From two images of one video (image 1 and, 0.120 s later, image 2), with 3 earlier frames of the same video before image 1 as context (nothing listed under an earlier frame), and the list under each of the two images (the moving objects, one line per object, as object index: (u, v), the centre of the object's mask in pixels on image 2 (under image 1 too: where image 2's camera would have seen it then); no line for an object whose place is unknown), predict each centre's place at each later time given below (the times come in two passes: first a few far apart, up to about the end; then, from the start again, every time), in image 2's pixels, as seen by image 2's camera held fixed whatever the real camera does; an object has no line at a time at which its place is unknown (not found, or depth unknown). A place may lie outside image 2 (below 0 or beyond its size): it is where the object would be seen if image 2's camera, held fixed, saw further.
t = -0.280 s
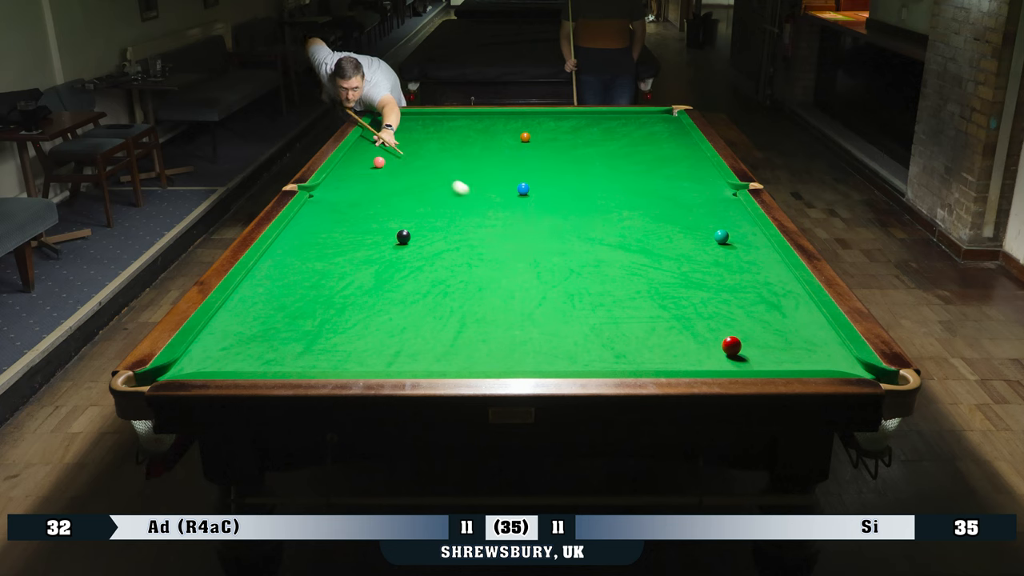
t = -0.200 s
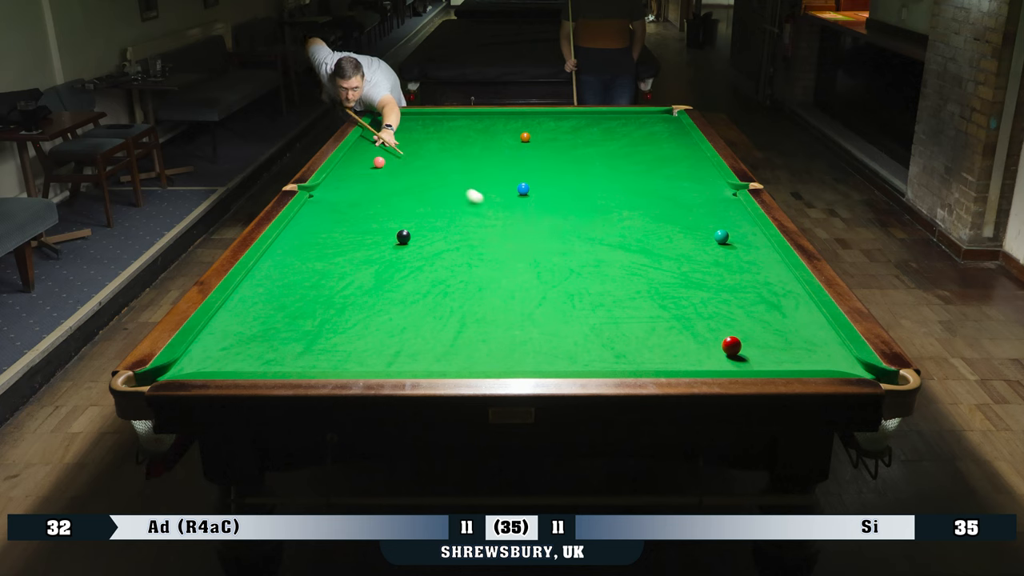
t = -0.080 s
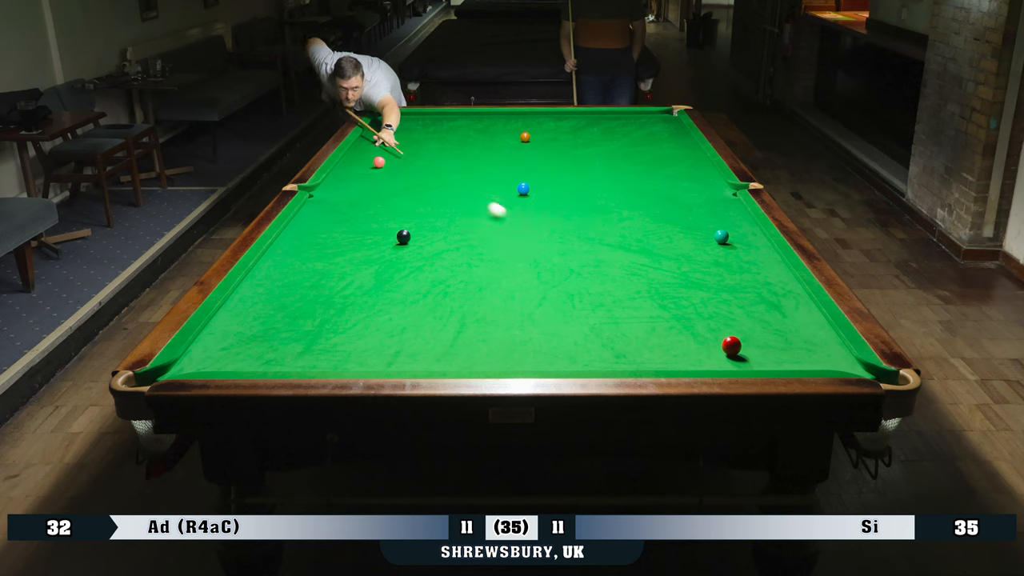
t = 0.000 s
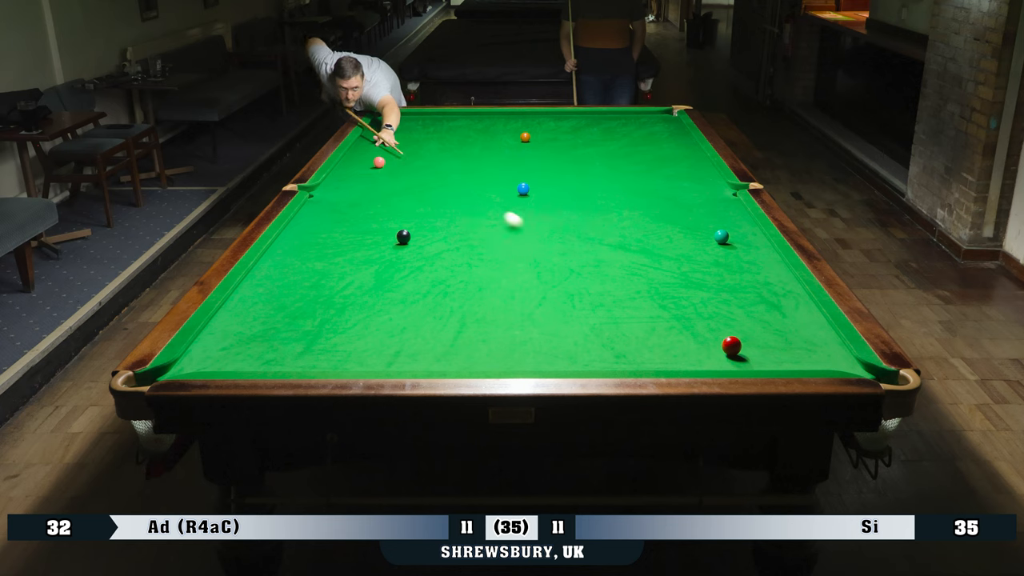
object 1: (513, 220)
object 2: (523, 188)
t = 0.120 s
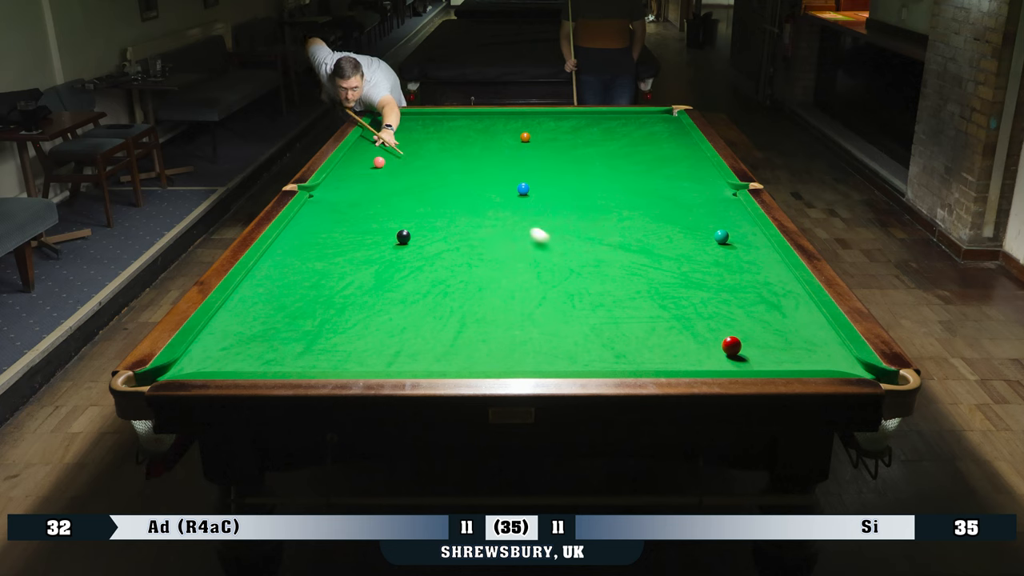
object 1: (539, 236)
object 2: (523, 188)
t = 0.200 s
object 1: (558, 247)
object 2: (523, 188)
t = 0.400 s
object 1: (612, 280)
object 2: (523, 188)
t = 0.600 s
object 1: (677, 319)
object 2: (523, 188)
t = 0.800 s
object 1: (705, 359)
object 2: (523, 188)
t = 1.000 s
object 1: (686, 348)
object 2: (523, 188)
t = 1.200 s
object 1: (666, 327)
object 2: (523, 188)
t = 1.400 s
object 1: (648, 309)
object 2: (523, 188)
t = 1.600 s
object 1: (633, 294)
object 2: (523, 188)
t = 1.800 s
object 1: (618, 280)
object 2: (523, 188)
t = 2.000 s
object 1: (606, 267)
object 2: (523, 188)
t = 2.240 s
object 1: (593, 254)
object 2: (523, 188)
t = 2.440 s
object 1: (584, 244)
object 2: (523, 188)
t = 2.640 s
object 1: (575, 235)
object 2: (523, 188)
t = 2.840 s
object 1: (567, 227)
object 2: (523, 188)
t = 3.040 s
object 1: (560, 219)
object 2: (523, 188)
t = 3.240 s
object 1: (554, 213)
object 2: (523, 188)
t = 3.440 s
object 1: (548, 206)
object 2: (523, 188)
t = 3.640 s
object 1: (543, 201)
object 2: (523, 188)
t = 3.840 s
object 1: (538, 196)
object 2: (523, 188)
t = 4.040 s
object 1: (534, 191)
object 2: (523, 188)
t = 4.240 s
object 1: (537, 188)
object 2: (518, 188)
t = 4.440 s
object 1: (540, 185)
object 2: (513, 187)
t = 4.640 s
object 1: (542, 182)
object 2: (510, 186)
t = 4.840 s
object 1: (544, 180)
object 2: (506, 186)
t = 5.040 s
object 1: (546, 178)
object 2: (504, 186)
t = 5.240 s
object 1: (547, 176)
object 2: (502, 186)
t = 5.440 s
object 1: (549, 175)
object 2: (502, 186)
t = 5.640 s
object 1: (550, 174)
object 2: (502, 186)
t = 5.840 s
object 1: (551, 173)
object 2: (502, 186)
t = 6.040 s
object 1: (552, 172)
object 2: (502, 186)
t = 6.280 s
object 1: (552, 171)
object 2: (502, 186)
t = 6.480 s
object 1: (552, 171)
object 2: (502, 186)
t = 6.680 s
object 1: (552, 171)
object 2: (502, 186)
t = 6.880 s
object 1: (552, 171)
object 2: (502, 186)
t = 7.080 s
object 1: (552, 171)
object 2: (502, 186)
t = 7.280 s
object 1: (552, 171)
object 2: (502, 186)
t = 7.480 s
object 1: (552, 171)
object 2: (502, 186)
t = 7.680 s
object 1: (552, 171)
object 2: (502, 186)
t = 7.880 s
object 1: (552, 171)
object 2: (502, 186)
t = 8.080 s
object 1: (552, 171)
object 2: (502, 186)
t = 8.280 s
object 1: (552, 171)
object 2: (502, 186)
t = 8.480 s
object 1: (552, 171)
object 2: (502, 186)
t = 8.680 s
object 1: (552, 171)
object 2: (502, 186)
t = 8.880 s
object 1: (552, 171)
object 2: (502, 186)
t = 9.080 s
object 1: (552, 171)
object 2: (502, 186)
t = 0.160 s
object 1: (548, 241)
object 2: (523, 188)
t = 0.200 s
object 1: (558, 247)
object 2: (523, 188)
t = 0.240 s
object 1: (568, 253)
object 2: (523, 188)
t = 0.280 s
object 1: (578, 259)
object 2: (523, 188)
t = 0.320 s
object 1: (589, 266)
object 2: (523, 188)
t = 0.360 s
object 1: (600, 273)
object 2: (523, 188)
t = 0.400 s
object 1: (612, 280)
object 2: (523, 188)
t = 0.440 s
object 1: (624, 287)
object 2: (523, 188)
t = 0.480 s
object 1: (636, 295)
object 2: (523, 188)
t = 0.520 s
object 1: (649, 302)
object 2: (523, 188)
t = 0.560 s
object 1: (663, 311)
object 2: (523, 188)
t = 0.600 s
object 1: (677, 319)
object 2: (523, 188)
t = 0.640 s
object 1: (691, 328)
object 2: (523, 188)
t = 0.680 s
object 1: (707, 339)
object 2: (523, 188)
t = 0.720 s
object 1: (710, 346)
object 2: (523, 188)
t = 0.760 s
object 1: (707, 353)
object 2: (523, 188)
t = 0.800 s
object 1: (705, 359)
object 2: (523, 188)
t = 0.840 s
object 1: (705, 363)
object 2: (523, 188)
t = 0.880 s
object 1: (700, 361)
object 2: (523, 188)
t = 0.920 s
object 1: (695, 358)
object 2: (523, 188)
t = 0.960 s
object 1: (690, 352)
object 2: (523, 188)
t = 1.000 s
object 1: (686, 348)
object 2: (523, 188)
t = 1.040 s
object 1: (681, 343)
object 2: (523, 188)
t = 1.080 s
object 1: (677, 339)
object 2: (523, 188)
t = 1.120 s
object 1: (674, 335)
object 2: (523, 188)
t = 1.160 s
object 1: (670, 331)
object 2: (523, 188)
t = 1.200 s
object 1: (666, 327)
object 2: (523, 188)
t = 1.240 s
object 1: (662, 323)
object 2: (523, 188)
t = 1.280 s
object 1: (659, 320)
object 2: (523, 188)
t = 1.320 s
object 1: (655, 316)
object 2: (523, 188)
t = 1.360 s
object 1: (652, 313)
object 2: (523, 188)
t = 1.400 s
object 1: (648, 309)
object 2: (523, 188)
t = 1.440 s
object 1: (645, 306)
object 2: (523, 188)
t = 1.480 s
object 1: (642, 303)
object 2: (523, 188)
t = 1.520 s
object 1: (639, 300)
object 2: (523, 188)
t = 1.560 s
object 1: (636, 297)
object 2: (523, 188)
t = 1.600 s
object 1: (633, 294)
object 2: (523, 188)
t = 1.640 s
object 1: (630, 290)
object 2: (523, 188)
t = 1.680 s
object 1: (627, 288)
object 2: (523, 188)
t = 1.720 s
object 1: (624, 285)
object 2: (523, 188)
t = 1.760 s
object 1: (621, 282)
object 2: (523, 188)
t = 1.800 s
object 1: (618, 280)
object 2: (523, 188)
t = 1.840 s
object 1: (616, 277)
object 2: (523, 188)
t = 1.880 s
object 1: (613, 274)
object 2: (523, 188)
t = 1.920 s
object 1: (611, 272)
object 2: (523, 188)
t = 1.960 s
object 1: (609, 270)
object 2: (523, 188)
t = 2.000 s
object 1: (606, 267)
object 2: (523, 188)
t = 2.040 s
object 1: (604, 265)
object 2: (523, 188)
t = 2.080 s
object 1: (602, 263)
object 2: (523, 188)
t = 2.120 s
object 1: (600, 260)
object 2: (523, 188)
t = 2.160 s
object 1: (597, 258)
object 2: (523, 188)
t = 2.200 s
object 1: (595, 256)
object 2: (523, 188)
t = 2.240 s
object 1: (593, 254)
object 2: (523, 188)
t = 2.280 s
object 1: (591, 252)
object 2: (523, 188)
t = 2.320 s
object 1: (589, 250)
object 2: (523, 188)
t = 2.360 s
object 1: (587, 248)
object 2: (523, 188)
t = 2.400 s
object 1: (586, 246)
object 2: (523, 188)
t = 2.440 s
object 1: (584, 244)
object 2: (523, 188)
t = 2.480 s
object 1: (582, 242)
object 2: (523, 188)
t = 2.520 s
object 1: (580, 240)
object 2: (523, 188)
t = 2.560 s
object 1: (578, 239)
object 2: (523, 188)
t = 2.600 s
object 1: (577, 237)
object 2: (523, 188)
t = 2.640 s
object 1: (575, 235)
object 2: (523, 188)
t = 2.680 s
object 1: (573, 233)
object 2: (523, 188)
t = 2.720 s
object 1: (572, 232)
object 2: (523, 188)
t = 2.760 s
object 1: (570, 230)
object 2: (523, 188)
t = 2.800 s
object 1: (568, 228)
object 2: (523, 188)
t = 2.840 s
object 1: (567, 227)
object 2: (523, 188)
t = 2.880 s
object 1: (566, 225)
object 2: (523, 188)
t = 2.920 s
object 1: (564, 224)
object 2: (523, 188)
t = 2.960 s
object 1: (563, 222)
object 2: (523, 188)
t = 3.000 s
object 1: (561, 221)
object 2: (523, 188)
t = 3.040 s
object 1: (560, 219)
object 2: (523, 188)
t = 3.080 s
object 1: (559, 218)
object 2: (523, 188)
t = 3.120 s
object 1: (557, 216)
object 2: (523, 188)
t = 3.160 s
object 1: (556, 215)
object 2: (523, 188)
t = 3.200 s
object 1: (555, 214)
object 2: (523, 188)
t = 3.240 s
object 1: (554, 213)
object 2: (523, 188)
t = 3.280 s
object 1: (552, 211)
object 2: (523, 188)
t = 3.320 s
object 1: (551, 210)
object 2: (523, 188)
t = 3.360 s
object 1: (550, 209)
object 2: (523, 188)
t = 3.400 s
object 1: (549, 207)
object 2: (523, 188)
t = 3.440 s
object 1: (548, 206)
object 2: (523, 188)
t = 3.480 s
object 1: (547, 205)
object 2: (523, 188)
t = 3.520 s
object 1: (546, 204)
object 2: (523, 188)
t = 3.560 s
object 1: (545, 203)
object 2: (523, 188)
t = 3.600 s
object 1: (544, 202)
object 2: (523, 188)
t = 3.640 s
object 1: (543, 201)
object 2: (523, 188)
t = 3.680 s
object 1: (542, 200)
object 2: (523, 188)
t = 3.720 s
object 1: (541, 199)
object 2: (523, 188)
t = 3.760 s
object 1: (540, 198)
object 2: (523, 188)
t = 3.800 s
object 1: (539, 197)
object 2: (523, 188)
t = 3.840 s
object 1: (538, 196)
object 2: (523, 188)
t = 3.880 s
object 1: (537, 195)
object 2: (523, 188)
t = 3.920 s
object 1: (537, 194)
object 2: (523, 188)
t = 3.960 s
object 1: (536, 193)
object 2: (523, 188)
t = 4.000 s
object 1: (535, 192)
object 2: (523, 188)
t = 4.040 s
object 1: (534, 191)
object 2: (523, 188)
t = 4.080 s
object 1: (534, 190)
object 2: (522, 188)
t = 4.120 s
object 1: (535, 189)
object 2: (521, 188)
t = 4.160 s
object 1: (536, 189)
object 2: (520, 188)
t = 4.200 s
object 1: (536, 188)
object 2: (519, 188)
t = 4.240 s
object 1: (537, 188)
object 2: (518, 188)
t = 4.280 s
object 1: (538, 187)
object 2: (517, 188)
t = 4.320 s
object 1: (538, 186)
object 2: (516, 187)
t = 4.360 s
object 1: (539, 186)
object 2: (515, 187)
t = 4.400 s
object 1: (539, 185)
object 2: (514, 187)
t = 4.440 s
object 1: (540, 185)
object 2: (513, 187)
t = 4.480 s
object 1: (540, 184)
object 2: (513, 187)
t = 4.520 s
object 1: (541, 184)
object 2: (512, 187)
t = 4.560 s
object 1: (541, 183)
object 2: (511, 187)
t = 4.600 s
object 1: (542, 183)
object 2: (510, 187)
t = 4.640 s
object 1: (542, 182)
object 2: (510, 186)
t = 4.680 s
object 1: (542, 182)
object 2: (509, 186)
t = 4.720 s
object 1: (543, 181)
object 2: (508, 186)
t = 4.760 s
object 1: (543, 181)
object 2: (507, 186)
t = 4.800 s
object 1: (543, 180)
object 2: (507, 186)
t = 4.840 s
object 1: (544, 180)
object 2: (506, 186)
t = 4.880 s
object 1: (544, 179)
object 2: (506, 186)
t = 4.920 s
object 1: (545, 179)
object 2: (505, 186)
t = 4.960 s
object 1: (545, 179)
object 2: (505, 186)
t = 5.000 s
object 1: (545, 178)
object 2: (504, 186)
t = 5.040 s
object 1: (546, 178)
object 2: (504, 186)
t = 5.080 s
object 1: (546, 177)
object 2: (504, 186)
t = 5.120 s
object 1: (546, 177)
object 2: (503, 186)
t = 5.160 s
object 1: (547, 177)
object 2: (503, 186)
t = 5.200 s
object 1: (547, 177)
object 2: (503, 186)
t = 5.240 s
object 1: (547, 176)
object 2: (502, 186)
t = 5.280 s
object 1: (548, 176)
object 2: (502, 186)
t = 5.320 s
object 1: (548, 175)
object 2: (502, 186)
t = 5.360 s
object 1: (548, 175)
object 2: (502, 186)
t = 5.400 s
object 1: (548, 175)
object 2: (502, 186)
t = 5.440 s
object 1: (549, 175)
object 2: (502, 186)
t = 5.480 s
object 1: (549, 174)
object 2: (502, 186)
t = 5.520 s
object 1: (549, 174)
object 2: (502, 186)
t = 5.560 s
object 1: (549, 174)
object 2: (502, 186)
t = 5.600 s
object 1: (550, 174)
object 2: (502, 186)
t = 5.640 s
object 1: (550, 174)
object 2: (502, 186)
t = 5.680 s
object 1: (550, 173)
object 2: (502, 186)
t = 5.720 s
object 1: (550, 173)
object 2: (502, 186)
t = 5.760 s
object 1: (551, 173)
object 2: (502, 186)
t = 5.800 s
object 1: (551, 173)
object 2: (502, 186)
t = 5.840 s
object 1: (551, 173)
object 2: (502, 186)
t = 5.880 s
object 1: (551, 172)
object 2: (502, 186)
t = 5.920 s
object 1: (551, 172)
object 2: (502, 186)
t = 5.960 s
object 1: (552, 172)
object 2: (502, 186)
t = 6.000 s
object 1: (552, 172)
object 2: (502, 186)
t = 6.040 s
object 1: (552, 172)
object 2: (502, 186)
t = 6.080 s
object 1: (552, 172)
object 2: (502, 186)
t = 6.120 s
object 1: (552, 171)
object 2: (502, 186)
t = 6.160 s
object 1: (552, 171)
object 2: (502, 186)
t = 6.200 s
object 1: (552, 171)
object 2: (502, 186)
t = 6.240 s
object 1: (552, 171)
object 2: (502, 186)
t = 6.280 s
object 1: (552, 171)
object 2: (502, 186)
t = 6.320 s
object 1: (552, 171)
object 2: (502, 186)
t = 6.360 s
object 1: (552, 171)
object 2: (502, 186)
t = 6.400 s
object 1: (552, 171)
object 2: (502, 186)
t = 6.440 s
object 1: (552, 171)
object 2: (502, 186)
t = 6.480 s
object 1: (552, 171)
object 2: (502, 186)
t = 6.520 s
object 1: (552, 171)
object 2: (502, 186)
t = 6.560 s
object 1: (552, 171)
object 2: (502, 186)
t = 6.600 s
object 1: (552, 171)
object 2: (502, 186)
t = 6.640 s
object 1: (552, 171)
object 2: (502, 186)
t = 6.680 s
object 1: (552, 171)
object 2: (502, 186)
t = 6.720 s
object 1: (552, 171)
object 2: (502, 186)
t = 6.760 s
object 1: (552, 171)
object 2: (502, 186)
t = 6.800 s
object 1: (552, 171)
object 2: (502, 186)
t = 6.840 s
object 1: (552, 171)
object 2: (502, 186)
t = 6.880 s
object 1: (552, 171)
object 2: (502, 186)
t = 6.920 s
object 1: (552, 171)
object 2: (502, 186)
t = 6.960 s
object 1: (552, 171)
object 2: (502, 186)
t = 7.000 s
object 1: (552, 171)
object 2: (502, 186)
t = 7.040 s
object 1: (552, 171)
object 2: (502, 186)
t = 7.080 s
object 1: (552, 171)
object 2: (502, 186)
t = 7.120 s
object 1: (552, 171)
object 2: (502, 186)
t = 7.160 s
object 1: (552, 171)
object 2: (502, 186)
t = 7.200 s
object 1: (552, 171)
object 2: (502, 186)
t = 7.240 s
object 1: (552, 171)
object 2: (502, 186)
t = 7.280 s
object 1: (552, 171)
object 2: (502, 186)
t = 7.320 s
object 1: (552, 171)
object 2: (502, 186)
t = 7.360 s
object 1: (552, 171)
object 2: (502, 186)
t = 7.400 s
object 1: (552, 171)
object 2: (502, 186)
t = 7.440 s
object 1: (552, 171)
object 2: (502, 186)
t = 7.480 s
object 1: (552, 171)
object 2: (502, 186)
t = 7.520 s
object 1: (552, 171)
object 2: (502, 186)
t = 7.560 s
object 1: (552, 171)
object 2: (502, 186)
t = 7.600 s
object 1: (552, 171)
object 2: (502, 186)
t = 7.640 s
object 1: (552, 171)
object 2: (502, 186)
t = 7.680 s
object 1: (552, 171)
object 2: (502, 186)
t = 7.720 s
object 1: (552, 171)
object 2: (502, 186)
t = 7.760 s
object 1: (552, 171)
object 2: (502, 186)
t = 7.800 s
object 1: (552, 171)
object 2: (502, 186)
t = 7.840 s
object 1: (552, 171)
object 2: (502, 186)
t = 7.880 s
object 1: (552, 171)
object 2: (502, 186)
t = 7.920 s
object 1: (552, 171)
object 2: (502, 186)
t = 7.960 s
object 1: (552, 171)
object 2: (502, 186)
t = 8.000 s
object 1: (552, 171)
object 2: (502, 186)
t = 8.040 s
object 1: (552, 171)
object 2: (502, 186)
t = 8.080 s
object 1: (552, 171)
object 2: (502, 186)
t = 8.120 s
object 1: (552, 171)
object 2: (502, 186)
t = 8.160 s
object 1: (552, 171)
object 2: (502, 186)
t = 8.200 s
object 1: (552, 171)
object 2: (502, 186)
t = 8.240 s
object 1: (552, 171)
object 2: (502, 186)
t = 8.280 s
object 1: (552, 171)
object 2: (502, 186)
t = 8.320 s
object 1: (552, 171)
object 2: (502, 186)
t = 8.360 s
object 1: (552, 171)
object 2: (502, 186)
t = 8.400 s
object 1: (552, 171)
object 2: (502, 186)
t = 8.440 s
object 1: (552, 171)
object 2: (502, 186)
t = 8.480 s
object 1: (552, 171)
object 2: (502, 186)
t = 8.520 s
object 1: (552, 171)
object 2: (502, 186)
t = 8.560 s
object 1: (552, 171)
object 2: (502, 186)
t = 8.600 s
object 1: (552, 171)
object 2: (502, 186)
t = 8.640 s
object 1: (552, 171)
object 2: (502, 186)
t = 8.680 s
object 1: (552, 171)
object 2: (502, 186)
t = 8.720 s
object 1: (552, 171)
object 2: (502, 186)
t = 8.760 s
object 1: (552, 171)
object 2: (502, 186)
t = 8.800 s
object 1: (552, 171)
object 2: (502, 186)
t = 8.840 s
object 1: (552, 171)
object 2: (502, 186)
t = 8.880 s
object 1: (552, 171)
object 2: (502, 186)
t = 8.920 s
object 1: (552, 171)
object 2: (502, 186)
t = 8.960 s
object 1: (552, 171)
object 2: (502, 186)
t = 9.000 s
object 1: (552, 171)
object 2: (502, 186)
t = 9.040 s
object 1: (552, 171)
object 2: (502, 186)
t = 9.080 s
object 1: (552, 171)
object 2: (502, 186)
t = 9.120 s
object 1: (552, 171)
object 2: (502, 186)
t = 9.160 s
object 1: (552, 171)
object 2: (502, 186)
